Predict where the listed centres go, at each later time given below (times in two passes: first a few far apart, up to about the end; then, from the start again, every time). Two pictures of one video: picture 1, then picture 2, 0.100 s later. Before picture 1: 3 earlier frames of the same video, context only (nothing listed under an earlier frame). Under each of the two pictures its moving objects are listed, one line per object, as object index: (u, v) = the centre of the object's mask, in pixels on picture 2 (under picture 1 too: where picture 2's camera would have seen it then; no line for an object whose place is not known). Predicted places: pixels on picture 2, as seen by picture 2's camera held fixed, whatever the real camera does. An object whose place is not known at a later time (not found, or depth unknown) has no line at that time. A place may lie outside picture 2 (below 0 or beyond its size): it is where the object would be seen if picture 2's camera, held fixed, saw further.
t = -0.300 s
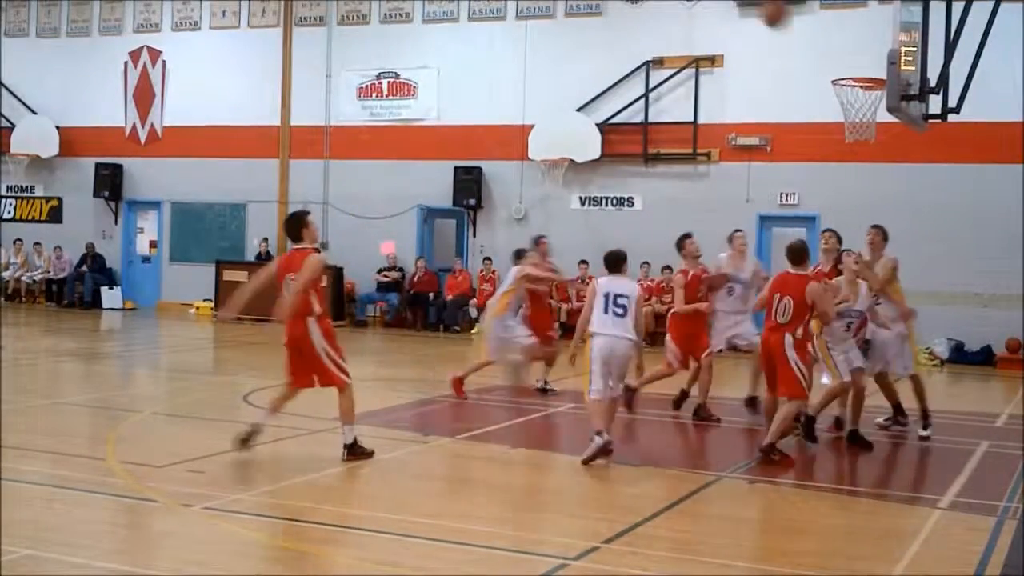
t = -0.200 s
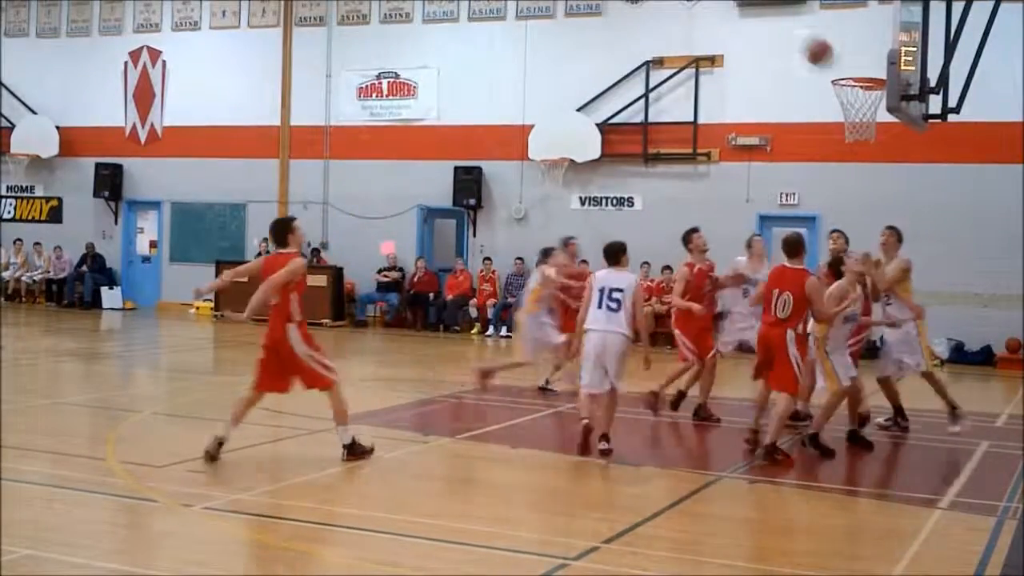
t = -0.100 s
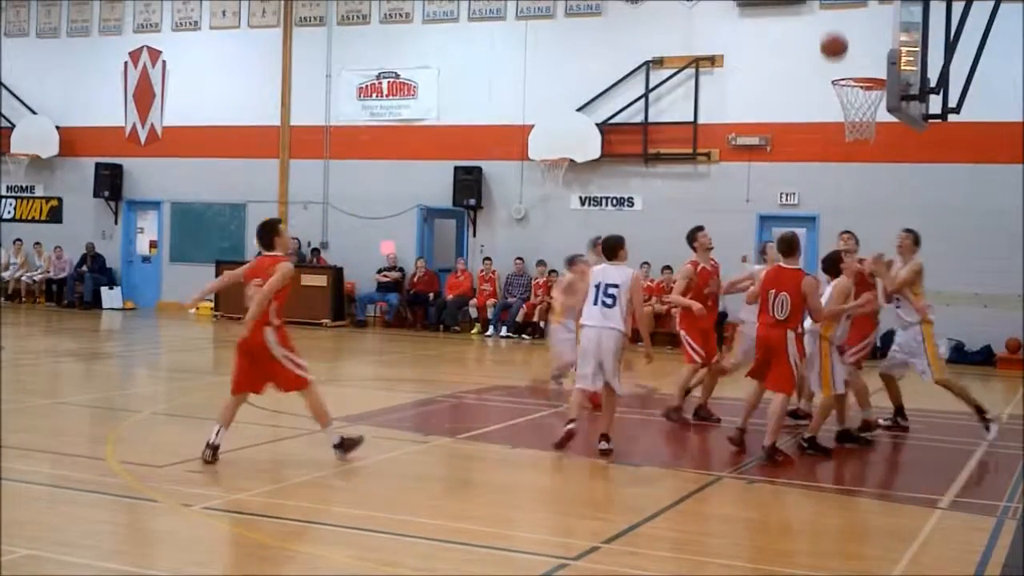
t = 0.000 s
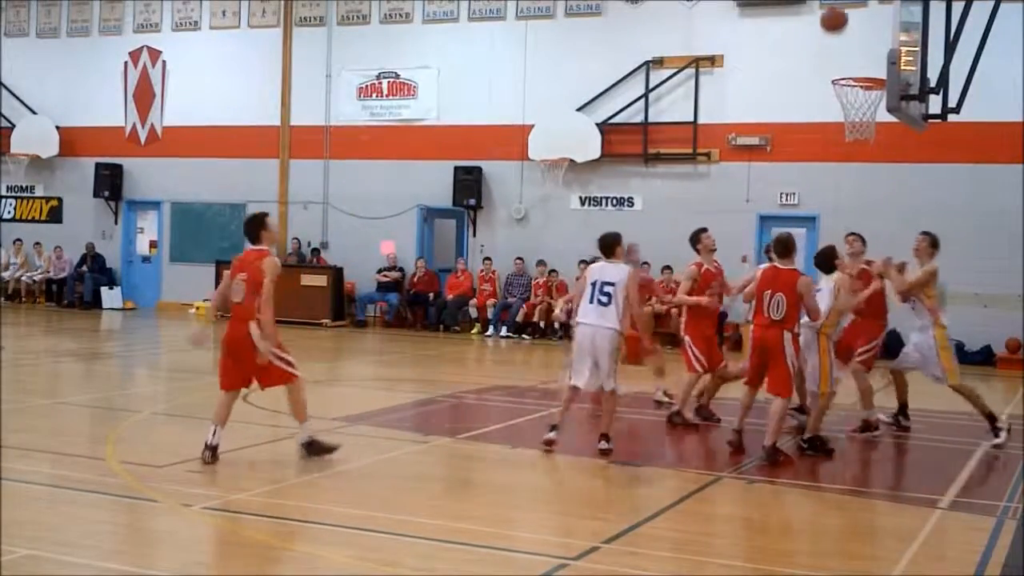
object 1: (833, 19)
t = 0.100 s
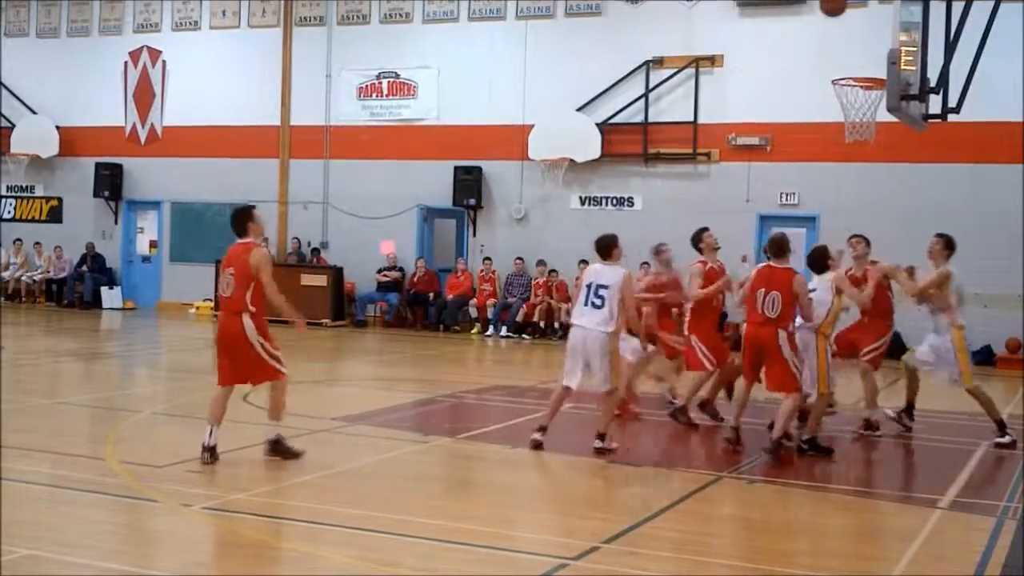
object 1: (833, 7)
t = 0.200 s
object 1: (832, 6)
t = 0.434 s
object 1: (829, 33)
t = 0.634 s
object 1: (814, 66)
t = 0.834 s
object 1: (789, 88)
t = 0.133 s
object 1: (833, 6)
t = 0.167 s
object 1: (832, 6)
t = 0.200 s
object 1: (832, 6)
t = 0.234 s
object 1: (832, 6)
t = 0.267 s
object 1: (831, 7)
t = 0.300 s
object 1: (831, 9)
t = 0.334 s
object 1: (831, 12)
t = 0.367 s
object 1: (830, 17)
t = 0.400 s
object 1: (829, 25)
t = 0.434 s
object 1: (829, 33)
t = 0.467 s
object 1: (828, 43)
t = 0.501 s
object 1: (827, 54)
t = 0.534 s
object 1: (826, 66)
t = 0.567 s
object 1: (823, 68)
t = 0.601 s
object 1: (818, 67)
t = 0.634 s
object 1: (814, 66)
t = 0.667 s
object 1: (810, 66)
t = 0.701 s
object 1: (806, 68)
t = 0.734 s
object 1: (802, 71)
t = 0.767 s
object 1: (797, 75)
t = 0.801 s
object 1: (793, 81)
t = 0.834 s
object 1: (789, 88)
